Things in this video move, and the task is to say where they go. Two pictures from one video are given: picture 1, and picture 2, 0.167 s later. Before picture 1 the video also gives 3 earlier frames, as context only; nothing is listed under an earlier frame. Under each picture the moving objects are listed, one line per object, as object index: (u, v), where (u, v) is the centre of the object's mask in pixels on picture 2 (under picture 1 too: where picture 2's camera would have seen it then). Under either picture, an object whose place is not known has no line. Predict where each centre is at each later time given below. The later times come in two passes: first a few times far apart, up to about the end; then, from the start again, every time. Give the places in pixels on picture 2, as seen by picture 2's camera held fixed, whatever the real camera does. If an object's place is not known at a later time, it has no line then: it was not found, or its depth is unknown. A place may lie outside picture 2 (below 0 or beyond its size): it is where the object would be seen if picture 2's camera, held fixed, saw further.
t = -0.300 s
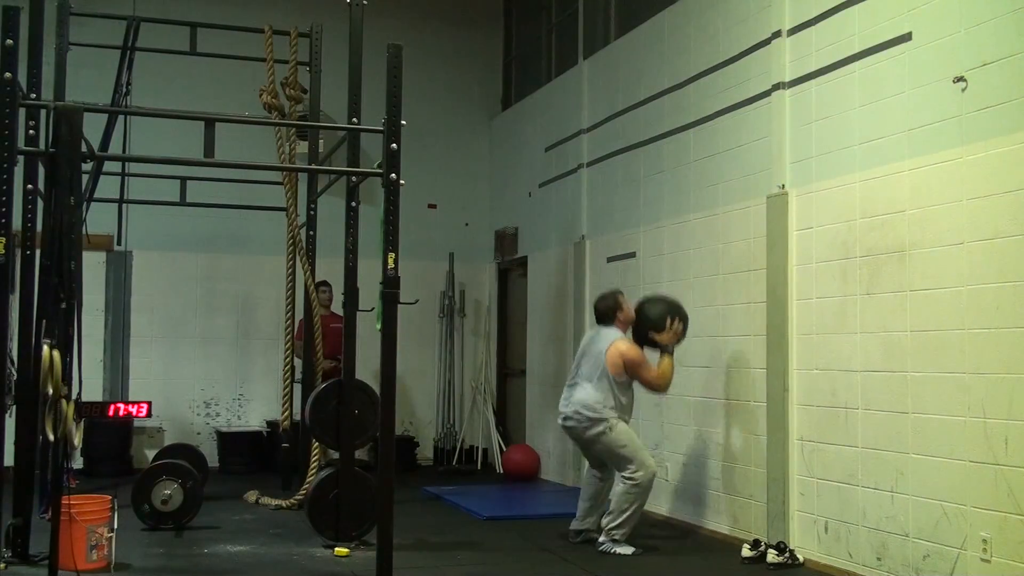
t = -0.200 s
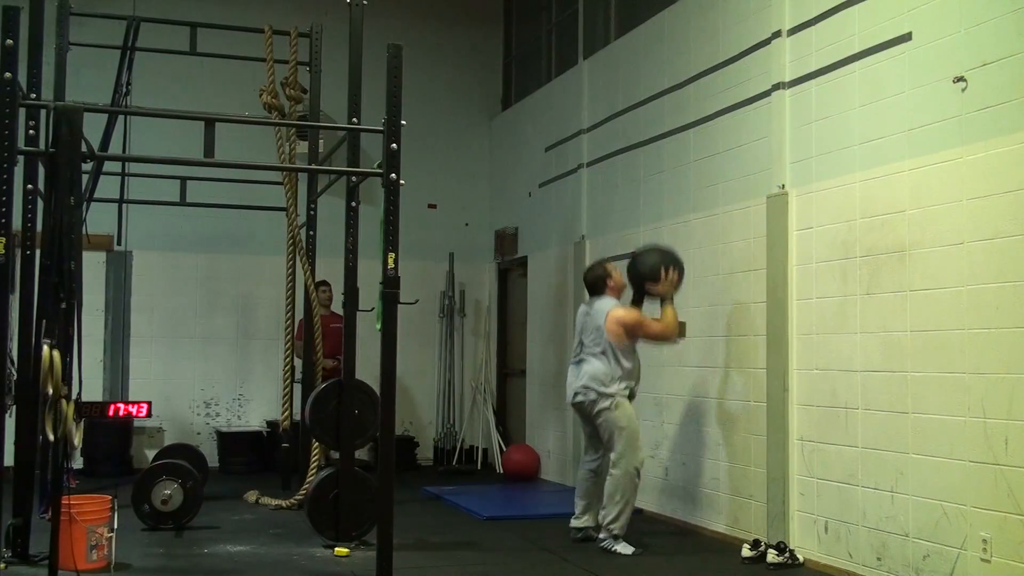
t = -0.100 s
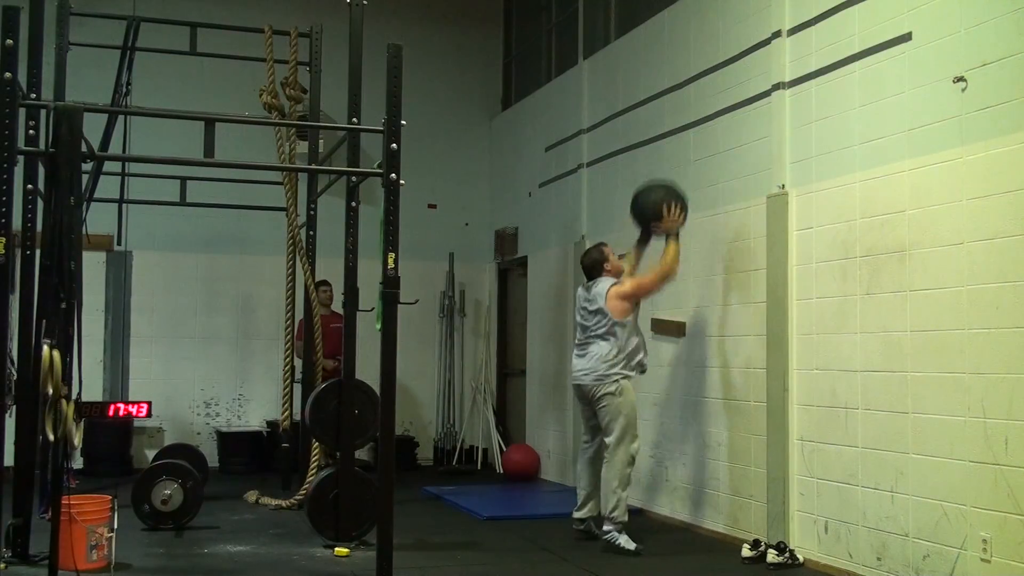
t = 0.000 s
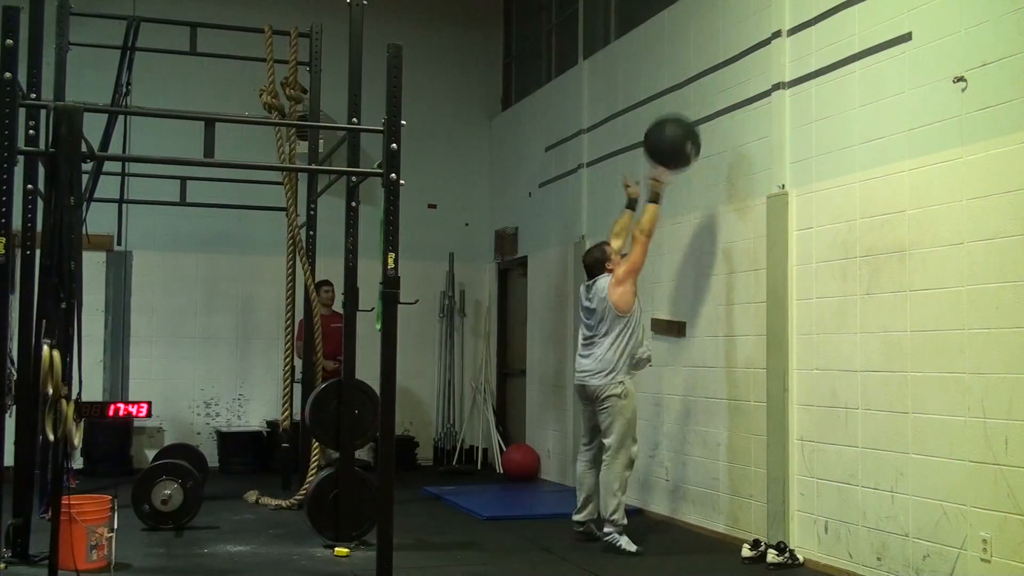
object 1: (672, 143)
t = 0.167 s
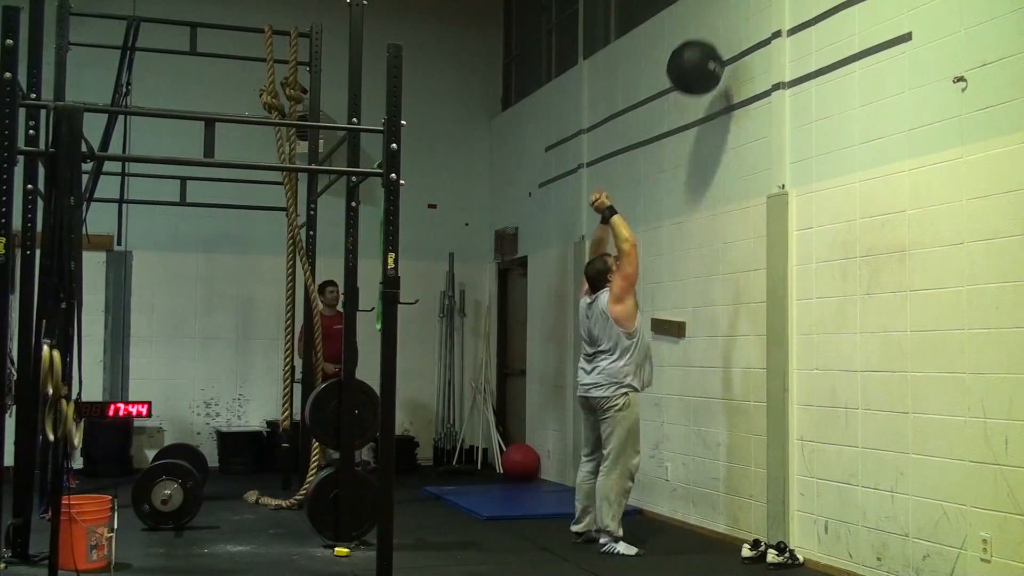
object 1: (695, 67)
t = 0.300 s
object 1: (714, 39)
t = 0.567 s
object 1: (695, 62)
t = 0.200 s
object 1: (700, 58)
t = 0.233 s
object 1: (705, 50)
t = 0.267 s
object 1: (710, 43)
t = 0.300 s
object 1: (714, 39)
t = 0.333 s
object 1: (716, 37)
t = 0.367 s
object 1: (713, 35)
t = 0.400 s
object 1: (710, 36)
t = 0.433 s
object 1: (707, 38)
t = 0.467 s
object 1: (705, 41)
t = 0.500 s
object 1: (701, 46)
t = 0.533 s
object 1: (698, 53)
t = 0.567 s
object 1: (695, 62)
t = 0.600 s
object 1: (692, 72)
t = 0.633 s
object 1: (689, 84)
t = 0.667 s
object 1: (687, 98)
